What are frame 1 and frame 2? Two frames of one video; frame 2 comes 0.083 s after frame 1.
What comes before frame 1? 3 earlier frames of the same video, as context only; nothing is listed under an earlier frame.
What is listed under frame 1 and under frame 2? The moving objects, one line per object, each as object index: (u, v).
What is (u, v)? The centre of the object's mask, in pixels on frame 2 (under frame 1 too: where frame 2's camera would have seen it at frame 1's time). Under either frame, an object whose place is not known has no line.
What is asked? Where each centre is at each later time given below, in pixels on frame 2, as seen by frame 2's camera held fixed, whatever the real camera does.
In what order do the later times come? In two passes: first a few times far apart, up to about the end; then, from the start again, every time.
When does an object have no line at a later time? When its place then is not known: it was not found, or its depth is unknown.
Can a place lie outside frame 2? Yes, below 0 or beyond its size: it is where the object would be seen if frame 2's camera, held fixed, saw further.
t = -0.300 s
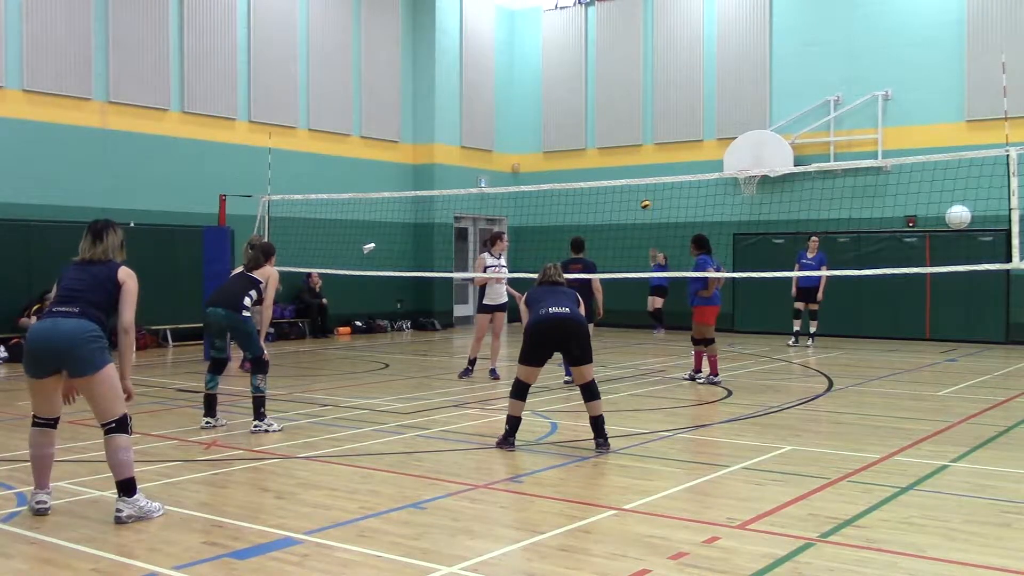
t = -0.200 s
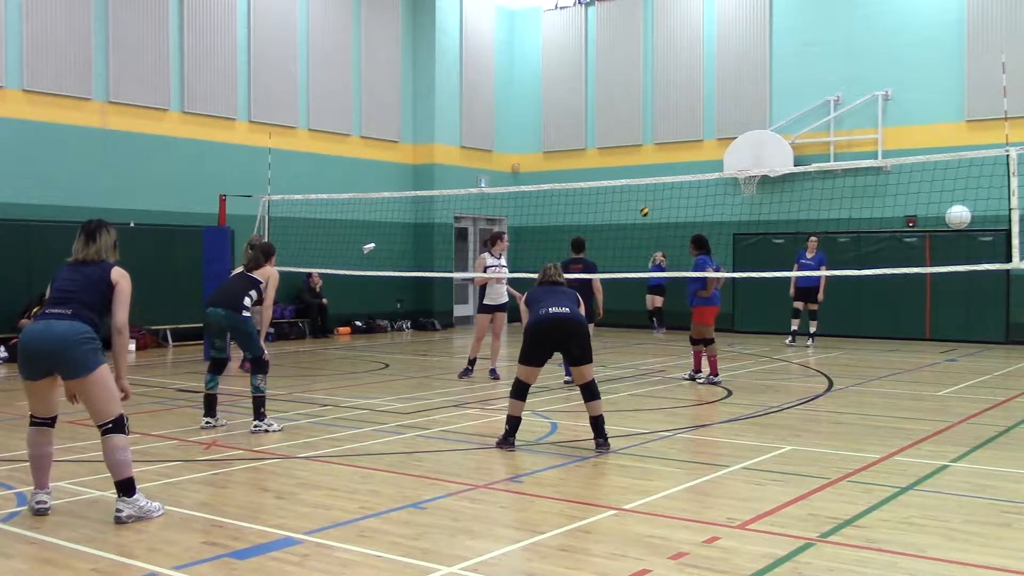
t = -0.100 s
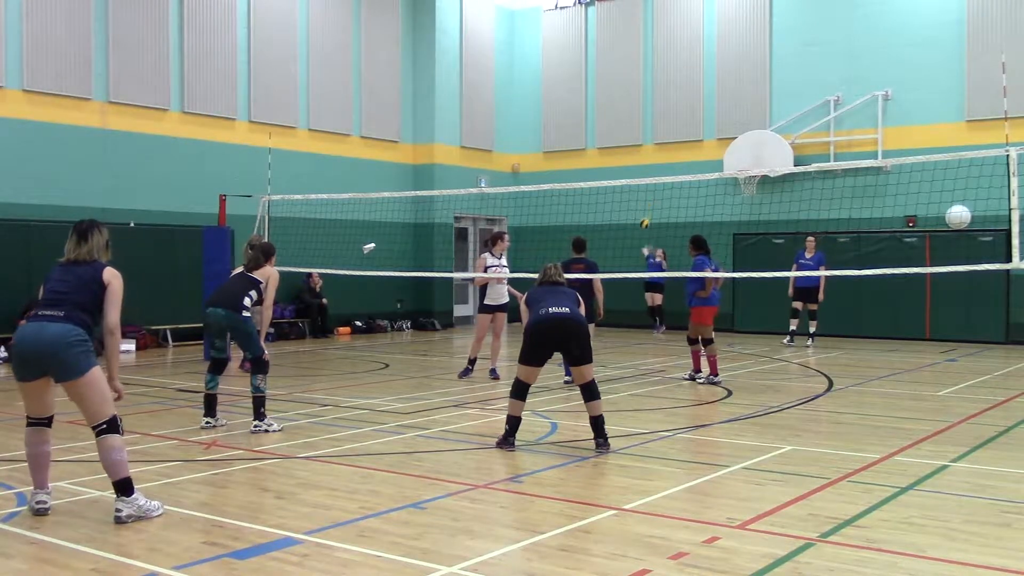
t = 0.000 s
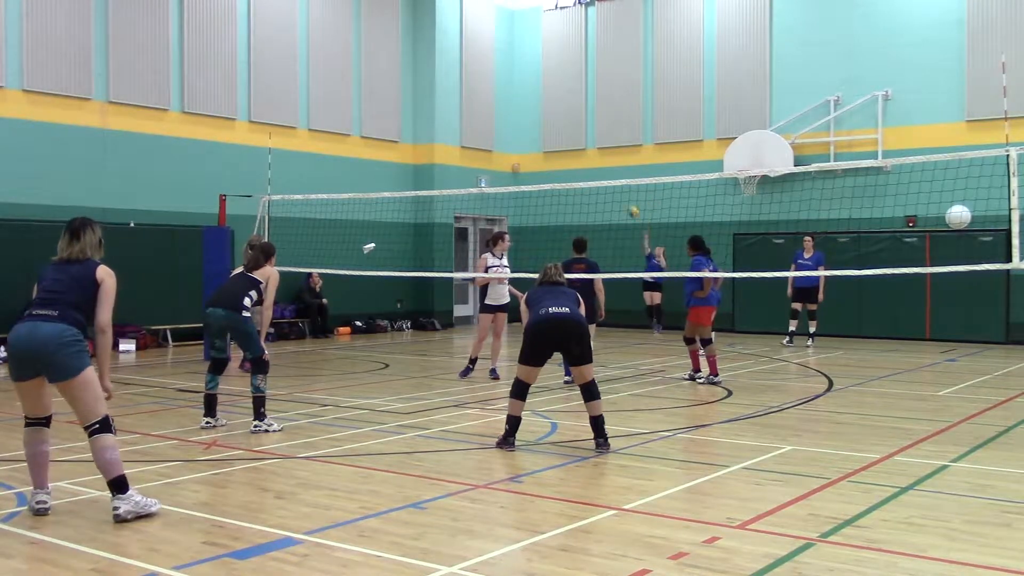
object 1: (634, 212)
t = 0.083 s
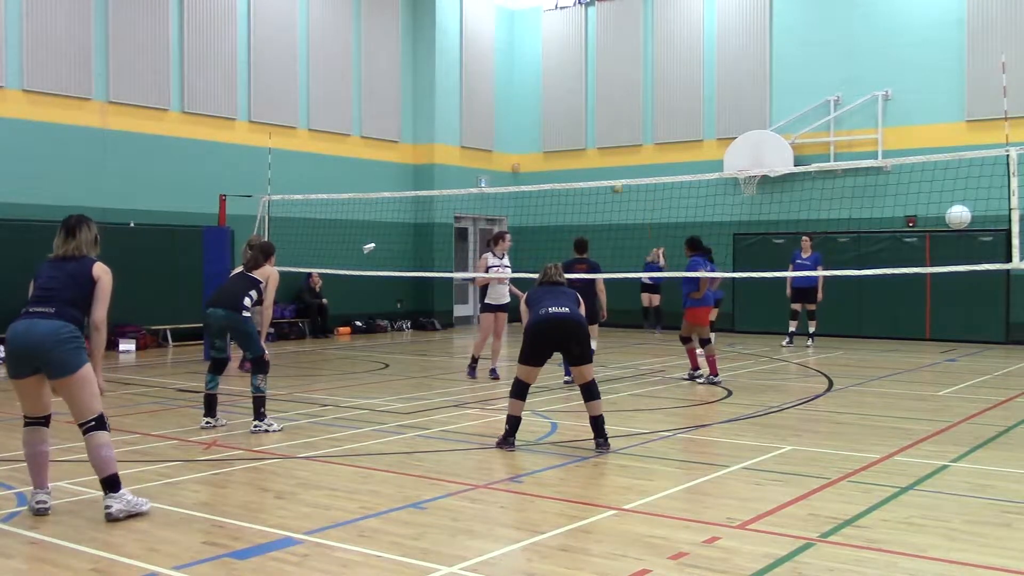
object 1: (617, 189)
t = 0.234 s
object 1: (580, 145)
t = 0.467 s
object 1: (511, 91)
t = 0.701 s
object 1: (424, 64)
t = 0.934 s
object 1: (313, 75)
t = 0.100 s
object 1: (611, 178)
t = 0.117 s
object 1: (608, 176)
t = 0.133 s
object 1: (605, 173)
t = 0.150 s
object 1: (600, 170)
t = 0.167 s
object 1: (596, 165)
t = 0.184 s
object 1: (592, 160)
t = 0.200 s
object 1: (589, 156)
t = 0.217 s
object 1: (584, 149)
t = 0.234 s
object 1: (580, 145)
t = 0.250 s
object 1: (575, 140)
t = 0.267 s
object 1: (571, 136)
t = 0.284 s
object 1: (567, 132)
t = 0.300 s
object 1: (562, 128)
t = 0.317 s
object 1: (557, 125)
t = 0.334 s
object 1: (553, 121)
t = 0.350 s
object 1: (547, 117)
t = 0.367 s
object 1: (543, 113)
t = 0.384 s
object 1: (538, 109)
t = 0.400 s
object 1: (533, 105)
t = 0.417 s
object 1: (528, 101)
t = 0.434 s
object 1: (522, 97)
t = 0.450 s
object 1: (517, 94)
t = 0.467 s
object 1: (511, 91)
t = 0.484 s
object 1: (506, 88)
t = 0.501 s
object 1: (500, 85)
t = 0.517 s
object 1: (494, 82)
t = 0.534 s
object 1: (489, 80)
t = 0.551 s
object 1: (483, 77)
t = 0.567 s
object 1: (476, 75)
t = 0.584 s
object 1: (469, 73)
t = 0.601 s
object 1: (463, 71)
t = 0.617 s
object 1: (457, 69)
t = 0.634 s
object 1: (450, 68)
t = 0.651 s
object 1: (444, 67)
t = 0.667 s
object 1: (436, 66)
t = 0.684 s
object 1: (430, 65)
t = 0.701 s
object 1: (424, 64)
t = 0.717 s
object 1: (417, 63)
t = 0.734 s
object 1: (410, 63)
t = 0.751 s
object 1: (402, 63)
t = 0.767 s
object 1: (395, 63)
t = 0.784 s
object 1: (387, 64)
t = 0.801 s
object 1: (380, 63)
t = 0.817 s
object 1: (373, 64)
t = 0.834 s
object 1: (365, 65)
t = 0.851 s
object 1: (357, 66)
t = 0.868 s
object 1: (348, 67)
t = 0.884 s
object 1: (340, 68)
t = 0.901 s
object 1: (331, 70)
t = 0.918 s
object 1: (322, 72)
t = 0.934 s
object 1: (313, 75)
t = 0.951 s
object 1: (304, 77)
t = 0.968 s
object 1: (295, 80)
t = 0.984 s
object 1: (285, 83)
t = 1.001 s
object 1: (275, 86)
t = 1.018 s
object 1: (265, 90)
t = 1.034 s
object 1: (256, 95)
